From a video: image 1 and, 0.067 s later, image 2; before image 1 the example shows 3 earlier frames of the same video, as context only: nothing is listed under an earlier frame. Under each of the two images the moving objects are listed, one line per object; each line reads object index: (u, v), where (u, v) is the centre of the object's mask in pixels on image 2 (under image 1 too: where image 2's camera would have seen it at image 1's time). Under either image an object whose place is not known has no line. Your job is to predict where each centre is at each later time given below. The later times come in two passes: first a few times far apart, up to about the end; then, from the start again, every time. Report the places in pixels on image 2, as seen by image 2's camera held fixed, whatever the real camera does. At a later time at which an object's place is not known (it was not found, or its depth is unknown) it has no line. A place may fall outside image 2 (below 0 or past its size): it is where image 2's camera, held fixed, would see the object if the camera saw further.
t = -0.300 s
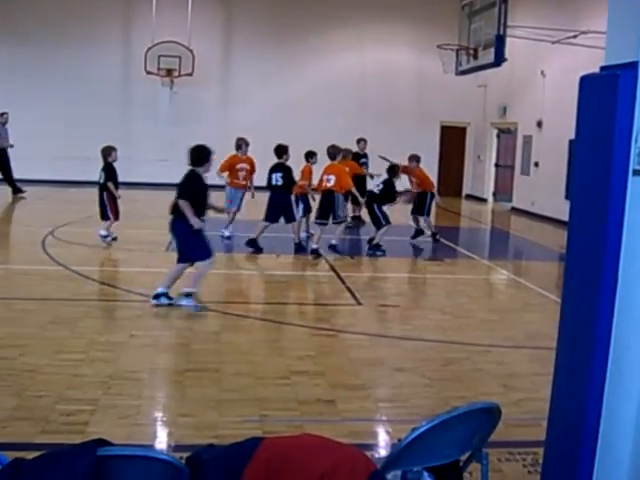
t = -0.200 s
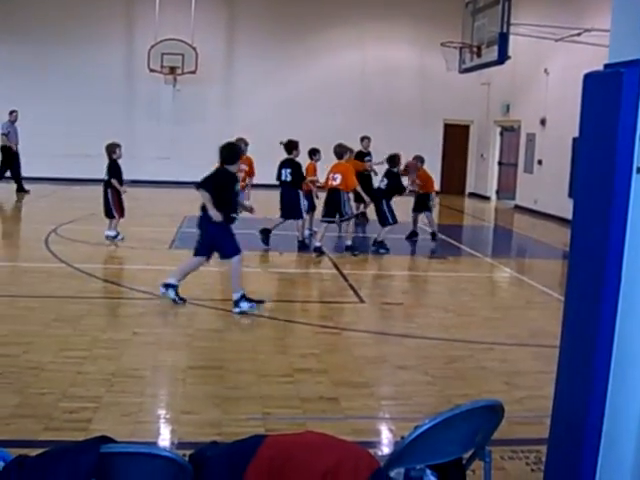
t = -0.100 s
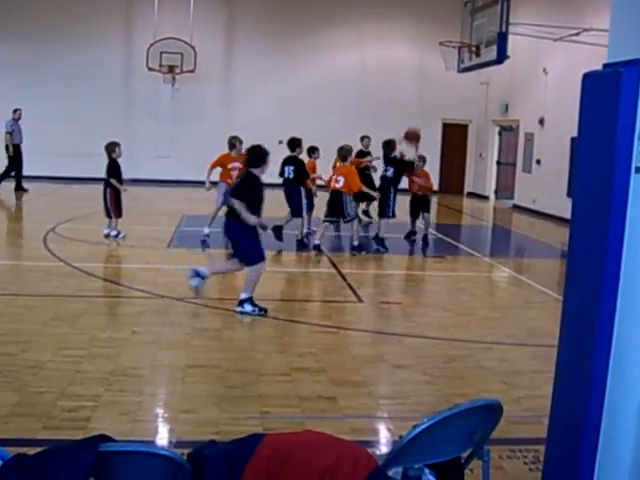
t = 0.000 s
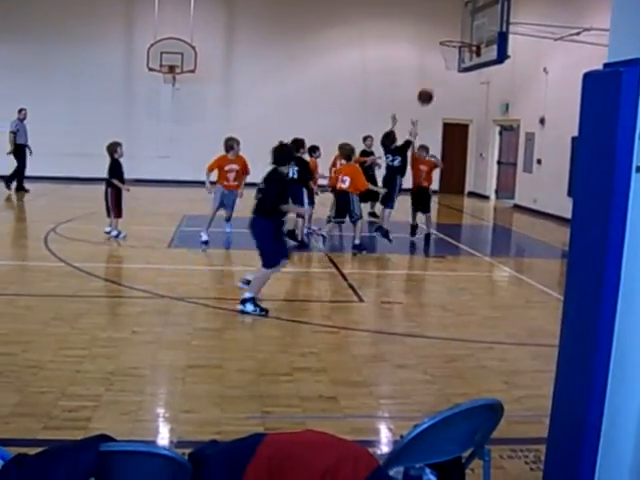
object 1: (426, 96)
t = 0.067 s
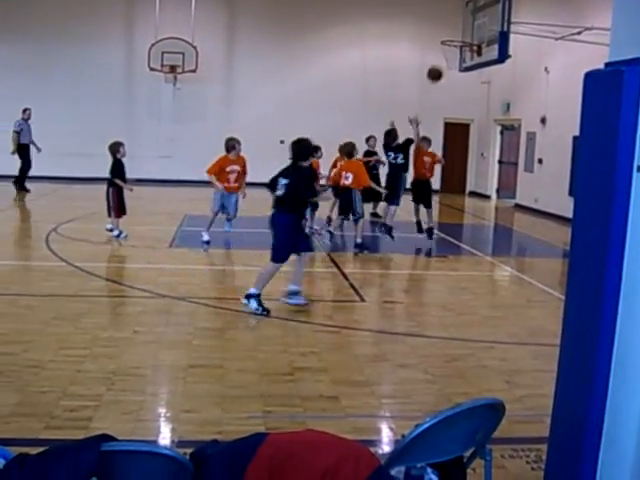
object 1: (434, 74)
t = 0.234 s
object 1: (452, 35)
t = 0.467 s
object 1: (473, 15)
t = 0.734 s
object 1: (455, 29)
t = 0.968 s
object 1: (465, 52)
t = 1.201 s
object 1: (459, 65)
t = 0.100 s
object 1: (438, 64)
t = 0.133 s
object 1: (442, 56)
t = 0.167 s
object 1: (445, 48)
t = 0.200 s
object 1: (449, 42)
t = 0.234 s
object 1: (452, 35)
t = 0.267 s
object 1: (456, 30)
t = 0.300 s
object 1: (459, 25)
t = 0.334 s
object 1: (462, 22)
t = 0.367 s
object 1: (465, 19)
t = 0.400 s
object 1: (468, 17)
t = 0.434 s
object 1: (471, 15)
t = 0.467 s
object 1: (473, 15)
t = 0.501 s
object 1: (477, 14)
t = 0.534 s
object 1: (479, 15)
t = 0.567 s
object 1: (475, 16)
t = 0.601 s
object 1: (471, 17)
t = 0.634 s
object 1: (467, 19)
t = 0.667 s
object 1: (464, 22)
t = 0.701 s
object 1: (459, 25)
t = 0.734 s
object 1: (455, 29)
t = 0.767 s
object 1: (451, 34)
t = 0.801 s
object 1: (448, 39)
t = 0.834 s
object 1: (451, 41)
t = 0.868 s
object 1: (454, 43)
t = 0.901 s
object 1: (458, 46)
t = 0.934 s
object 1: (463, 48)
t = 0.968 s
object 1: (465, 52)
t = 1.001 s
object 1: (466, 54)
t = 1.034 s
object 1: (465, 55)
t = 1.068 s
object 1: (465, 57)
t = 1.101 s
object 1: (464, 57)
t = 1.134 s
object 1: (463, 61)
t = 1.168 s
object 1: (461, 62)
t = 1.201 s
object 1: (459, 65)
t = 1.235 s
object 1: (458, 70)
